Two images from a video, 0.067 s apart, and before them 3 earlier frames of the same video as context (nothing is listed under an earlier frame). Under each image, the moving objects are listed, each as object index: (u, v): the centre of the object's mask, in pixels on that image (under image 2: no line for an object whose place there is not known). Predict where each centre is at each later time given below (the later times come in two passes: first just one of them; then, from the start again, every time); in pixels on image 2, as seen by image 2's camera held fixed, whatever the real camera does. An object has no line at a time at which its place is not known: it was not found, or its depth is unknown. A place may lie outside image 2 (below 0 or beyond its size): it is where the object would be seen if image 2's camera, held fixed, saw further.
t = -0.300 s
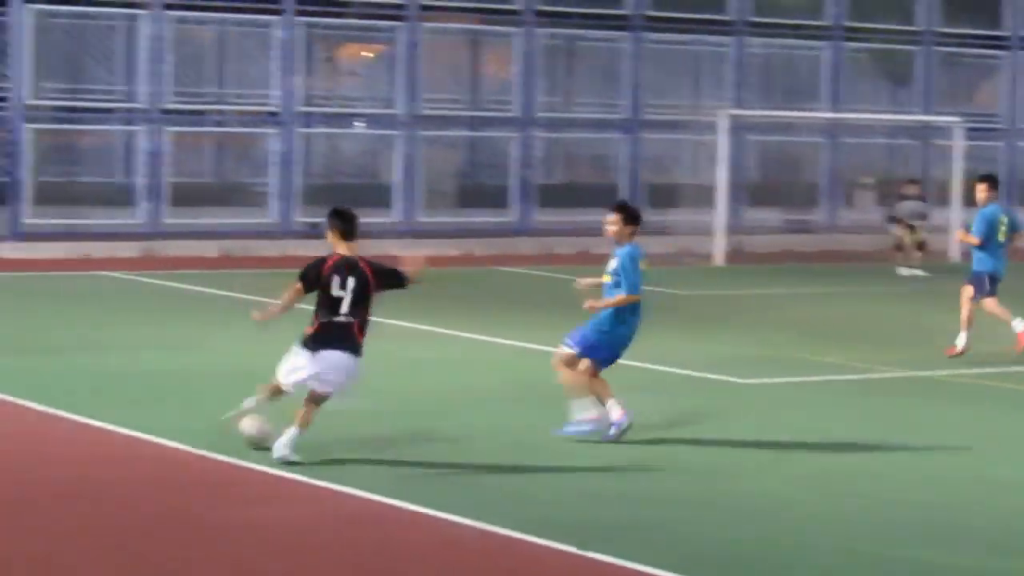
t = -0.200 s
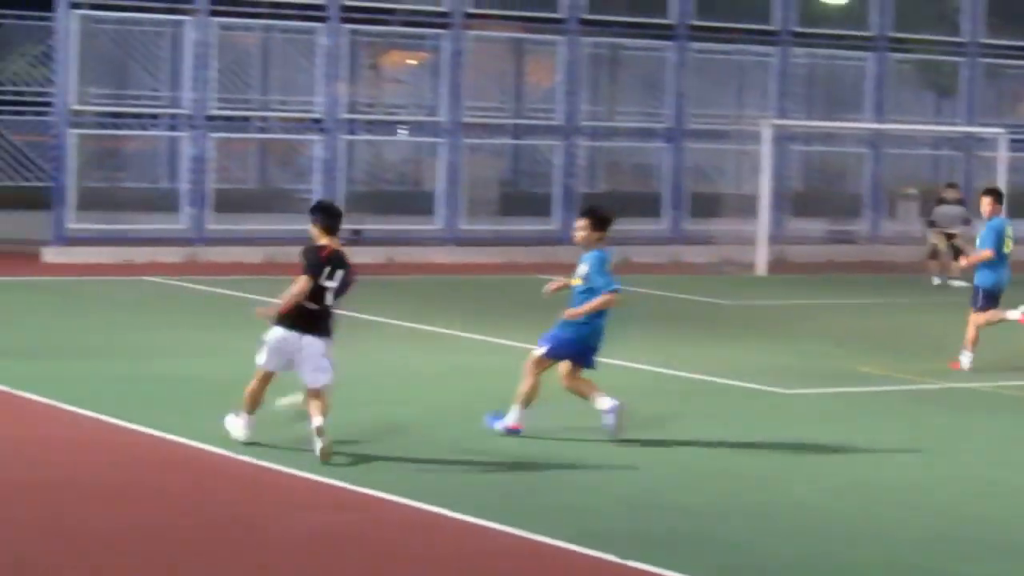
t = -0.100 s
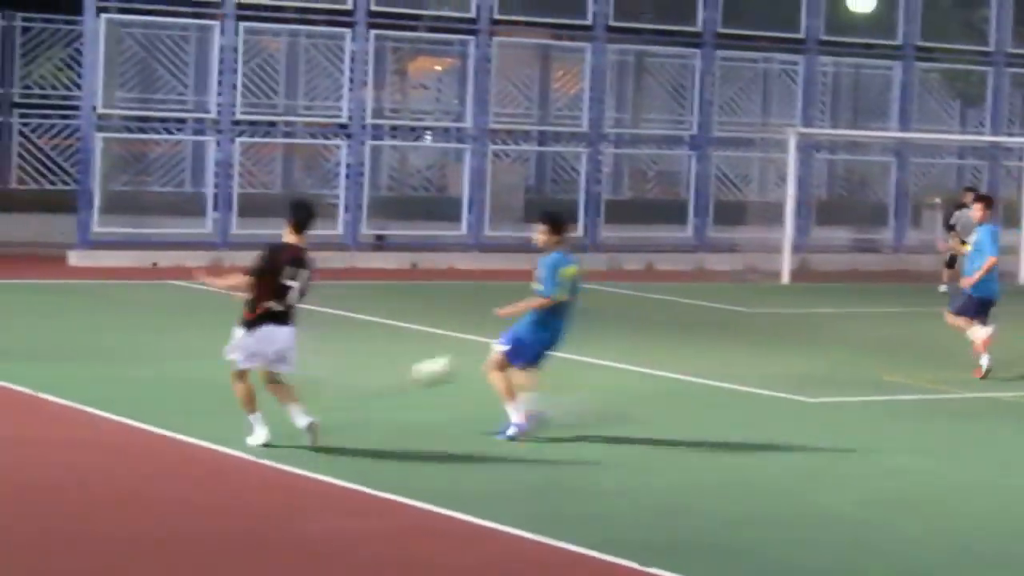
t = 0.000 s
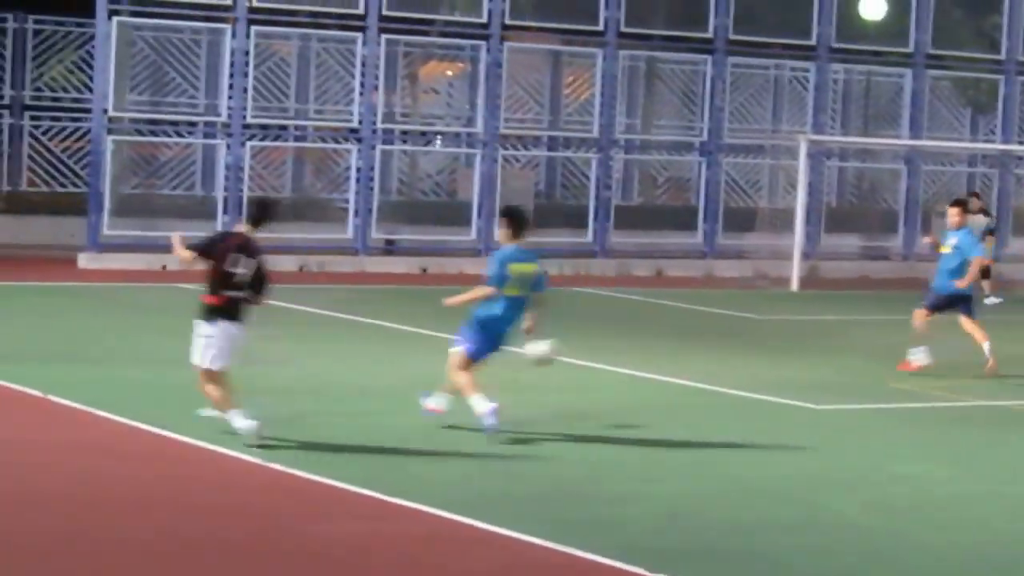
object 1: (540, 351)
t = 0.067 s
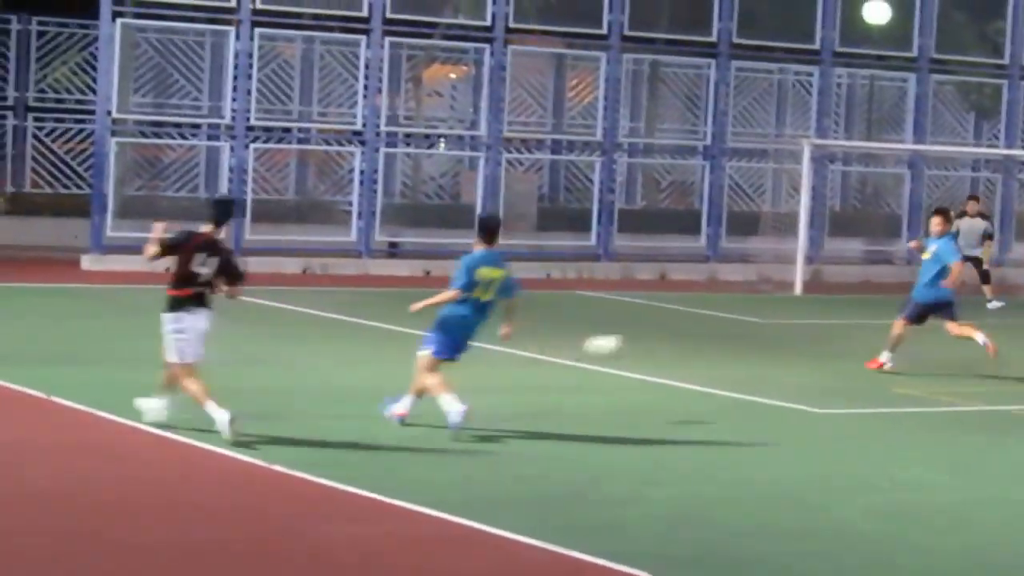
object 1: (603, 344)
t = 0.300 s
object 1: (778, 355)
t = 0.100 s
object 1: (630, 343)
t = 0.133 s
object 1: (657, 342)
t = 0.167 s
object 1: (682, 342)
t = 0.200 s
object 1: (707, 344)
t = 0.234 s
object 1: (732, 347)
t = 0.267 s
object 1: (755, 350)
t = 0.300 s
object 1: (778, 355)
